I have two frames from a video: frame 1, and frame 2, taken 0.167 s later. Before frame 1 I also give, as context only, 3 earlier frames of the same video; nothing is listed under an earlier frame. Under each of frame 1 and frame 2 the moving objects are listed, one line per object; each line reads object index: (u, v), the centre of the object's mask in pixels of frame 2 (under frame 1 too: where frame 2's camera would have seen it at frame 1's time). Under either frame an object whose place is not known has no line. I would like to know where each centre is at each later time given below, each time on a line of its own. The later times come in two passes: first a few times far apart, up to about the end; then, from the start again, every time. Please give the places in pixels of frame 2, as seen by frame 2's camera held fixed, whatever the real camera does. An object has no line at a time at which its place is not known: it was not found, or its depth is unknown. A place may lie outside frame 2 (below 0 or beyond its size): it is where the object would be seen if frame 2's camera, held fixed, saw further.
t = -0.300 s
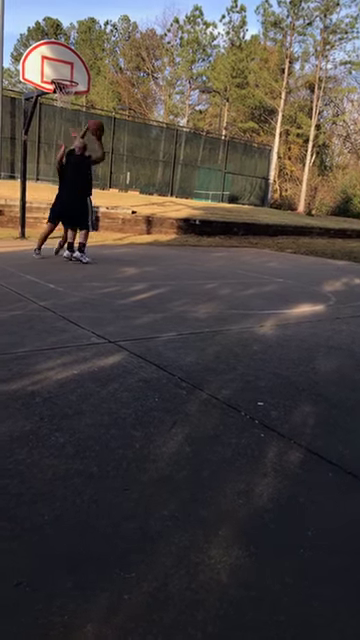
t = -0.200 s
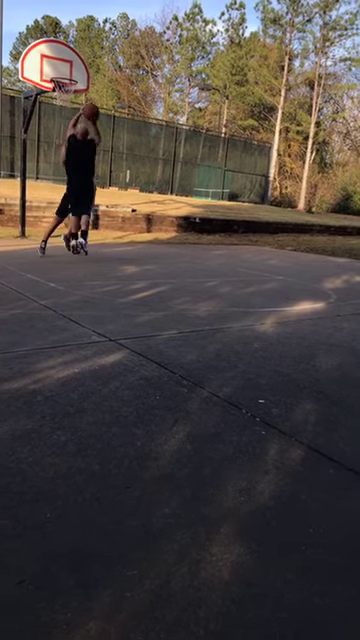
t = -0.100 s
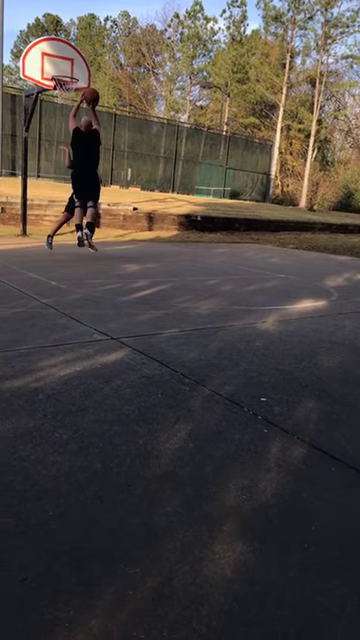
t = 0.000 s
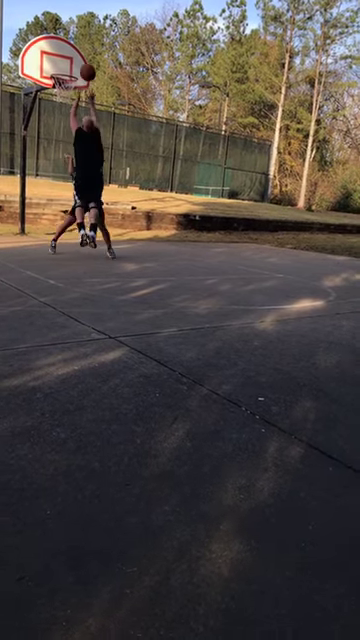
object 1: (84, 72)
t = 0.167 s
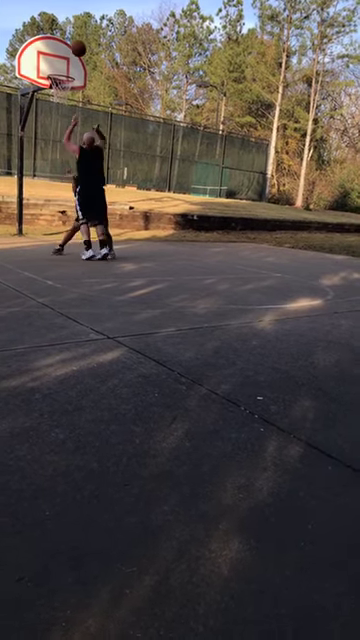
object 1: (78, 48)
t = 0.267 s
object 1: (74, 43)
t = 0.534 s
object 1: (65, 60)
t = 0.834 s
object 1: (59, 110)
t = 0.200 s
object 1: (77, 46)
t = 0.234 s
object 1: (76, 44)
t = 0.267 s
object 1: (74, 43)
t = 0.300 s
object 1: (74, 43)
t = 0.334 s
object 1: (72, 43)
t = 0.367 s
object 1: (71, 44)
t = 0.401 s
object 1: (70, 46)
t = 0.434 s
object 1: (69, 49)
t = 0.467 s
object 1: (68, 52)
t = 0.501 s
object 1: (66, 56)
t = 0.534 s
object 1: (65, 60)
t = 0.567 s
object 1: (64, 65)
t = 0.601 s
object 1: (63, 76)
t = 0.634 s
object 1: (61, 84)
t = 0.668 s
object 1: (60, 91)
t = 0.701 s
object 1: (60, 95)
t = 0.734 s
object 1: (60, 97)
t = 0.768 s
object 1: (59, 101)
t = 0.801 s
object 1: (59, 106)
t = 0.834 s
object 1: (59, 110)
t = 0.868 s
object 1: (59, 116)
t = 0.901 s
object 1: (59, 122)
